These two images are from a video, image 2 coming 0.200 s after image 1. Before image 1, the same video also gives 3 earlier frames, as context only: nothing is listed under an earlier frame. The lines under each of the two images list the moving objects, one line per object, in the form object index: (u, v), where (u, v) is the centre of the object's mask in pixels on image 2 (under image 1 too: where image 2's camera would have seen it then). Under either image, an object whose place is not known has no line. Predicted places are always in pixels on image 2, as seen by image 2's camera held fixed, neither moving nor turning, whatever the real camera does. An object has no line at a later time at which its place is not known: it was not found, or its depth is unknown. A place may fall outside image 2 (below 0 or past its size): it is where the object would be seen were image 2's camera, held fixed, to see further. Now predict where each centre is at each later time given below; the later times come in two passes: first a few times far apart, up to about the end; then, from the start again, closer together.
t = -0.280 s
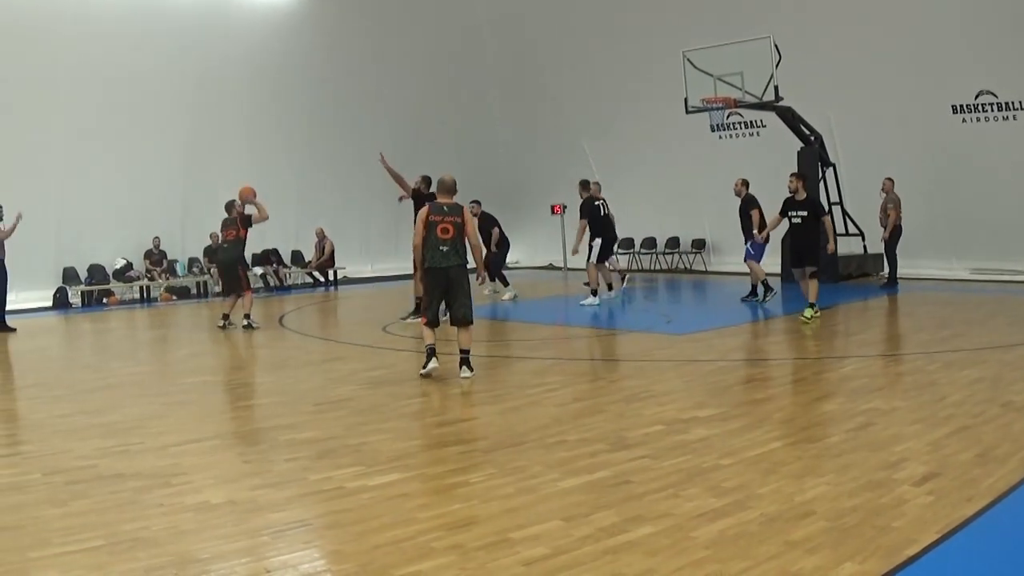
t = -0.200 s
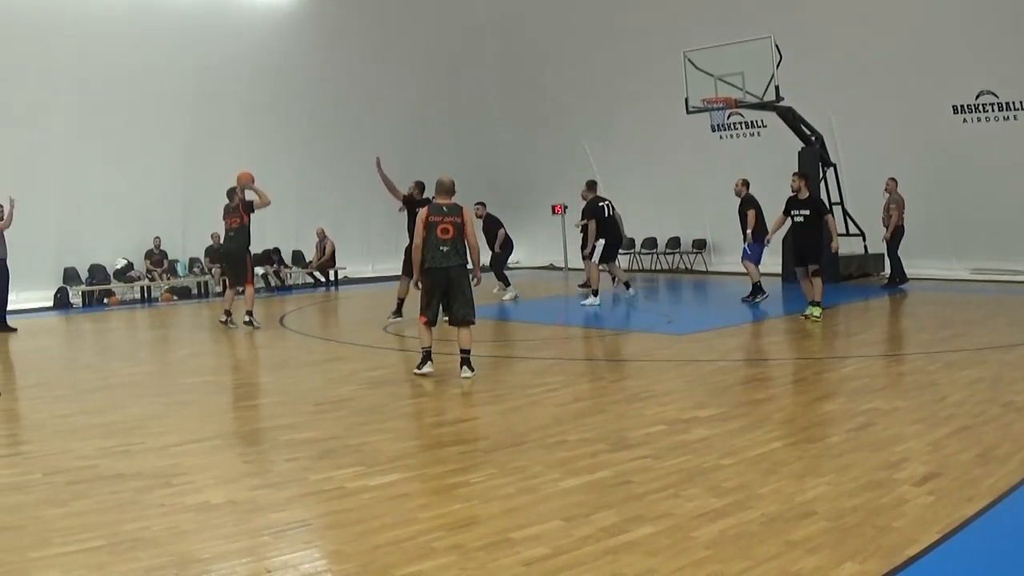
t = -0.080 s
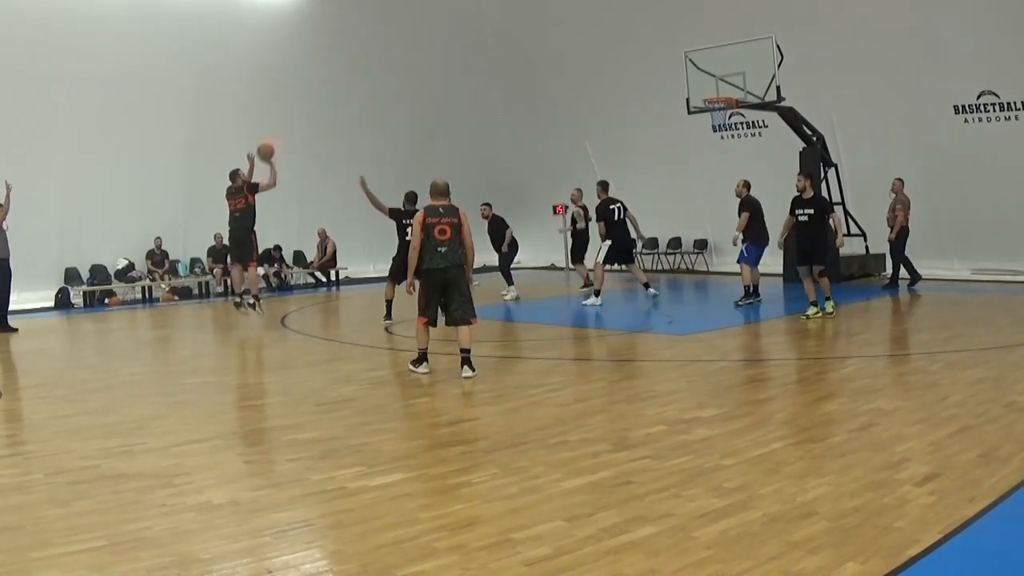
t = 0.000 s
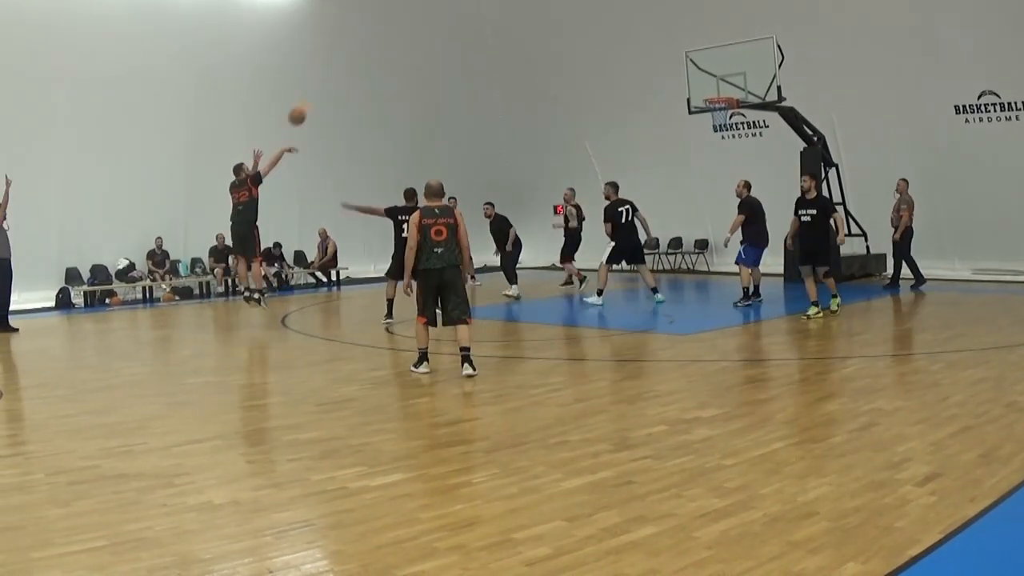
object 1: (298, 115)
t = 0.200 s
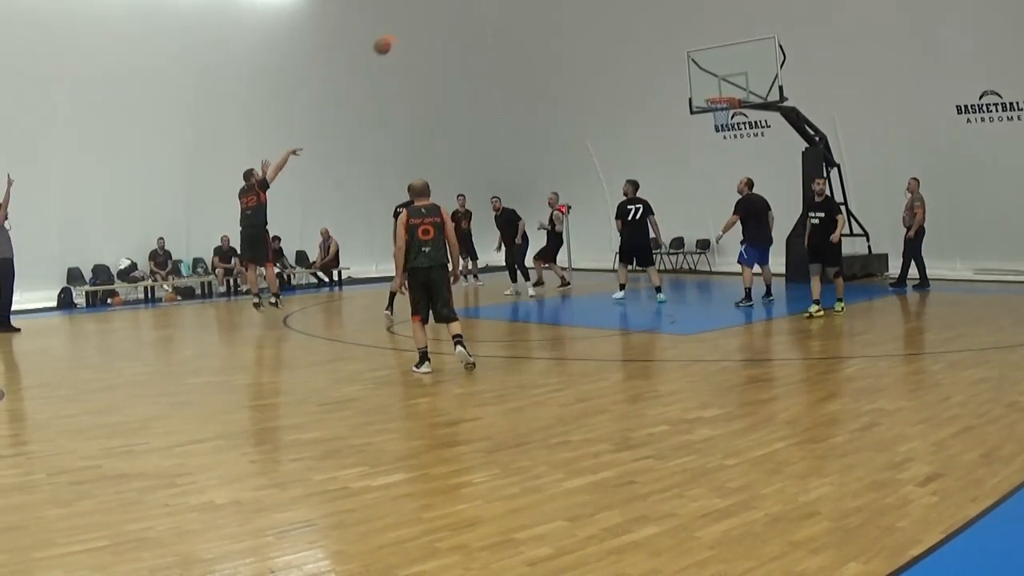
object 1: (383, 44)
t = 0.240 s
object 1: (399, 35)
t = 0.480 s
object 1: (493, 3)
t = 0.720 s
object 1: (582, 5)
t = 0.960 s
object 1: (665, 45)
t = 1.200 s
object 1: (737, 109)
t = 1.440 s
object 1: (735, 129)
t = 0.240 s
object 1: (399, 35)
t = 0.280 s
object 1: (415, 26)
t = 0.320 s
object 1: (431, 18)
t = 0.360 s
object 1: (447, 11)
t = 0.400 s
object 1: (463, 7)
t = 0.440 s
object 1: (478, 5)
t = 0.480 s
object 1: (493, 3)
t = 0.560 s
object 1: (524, 2)
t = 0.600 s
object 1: (538, 2)
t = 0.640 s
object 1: (553, 2)
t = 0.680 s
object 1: (568, 4)
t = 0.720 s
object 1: (582, 5)
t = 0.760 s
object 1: (596, 8)
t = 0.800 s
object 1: (610, 13)
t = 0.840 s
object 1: (624, 20)
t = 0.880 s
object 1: (638, 27)
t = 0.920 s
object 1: (651, 35)
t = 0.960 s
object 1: (665, 45)
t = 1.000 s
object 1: (678, 55)
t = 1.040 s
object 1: (691, 66)
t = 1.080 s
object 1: (704, 78)
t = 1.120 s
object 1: (717, 90)
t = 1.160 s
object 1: (729, 105)
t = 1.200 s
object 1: (737, 109)
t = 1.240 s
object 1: (737, 109)
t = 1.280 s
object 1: (736, 111)
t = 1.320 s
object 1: (736, 114)
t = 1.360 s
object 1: (735, 118)
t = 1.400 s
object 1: (735, 123)
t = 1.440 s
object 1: (735, 129)
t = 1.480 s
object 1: (735, 136)
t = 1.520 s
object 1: (735, 143)
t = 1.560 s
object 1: (735, 152)
